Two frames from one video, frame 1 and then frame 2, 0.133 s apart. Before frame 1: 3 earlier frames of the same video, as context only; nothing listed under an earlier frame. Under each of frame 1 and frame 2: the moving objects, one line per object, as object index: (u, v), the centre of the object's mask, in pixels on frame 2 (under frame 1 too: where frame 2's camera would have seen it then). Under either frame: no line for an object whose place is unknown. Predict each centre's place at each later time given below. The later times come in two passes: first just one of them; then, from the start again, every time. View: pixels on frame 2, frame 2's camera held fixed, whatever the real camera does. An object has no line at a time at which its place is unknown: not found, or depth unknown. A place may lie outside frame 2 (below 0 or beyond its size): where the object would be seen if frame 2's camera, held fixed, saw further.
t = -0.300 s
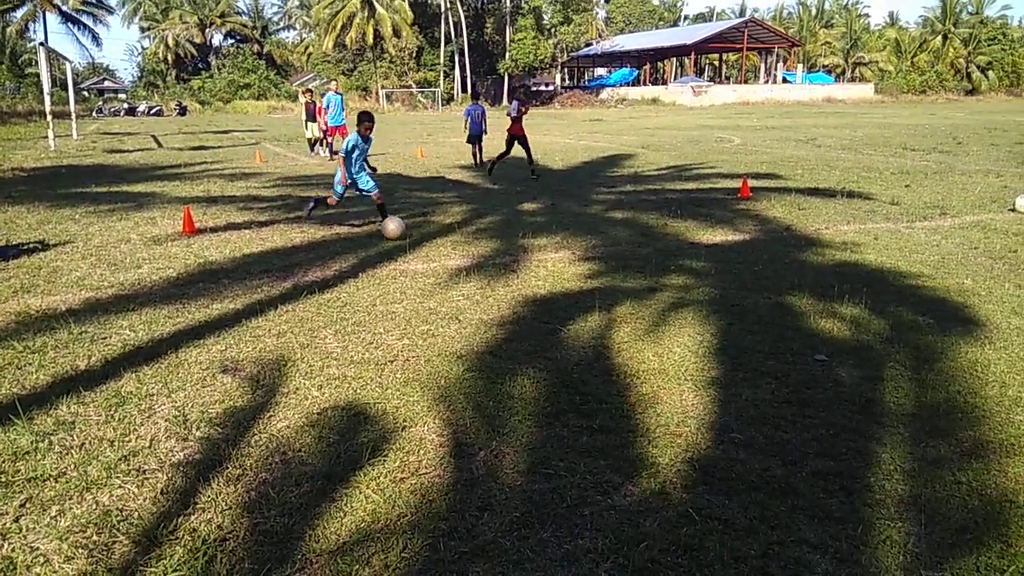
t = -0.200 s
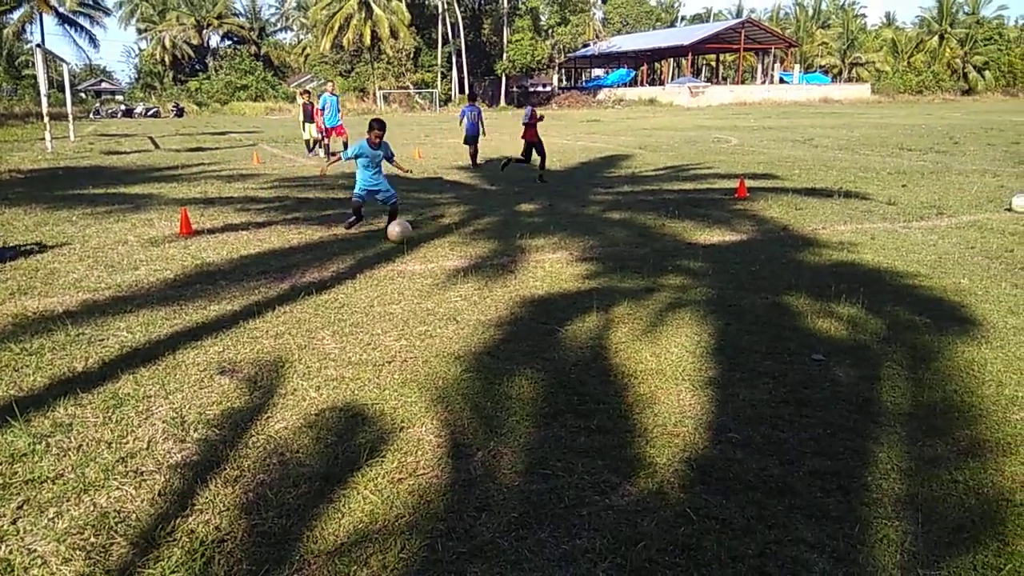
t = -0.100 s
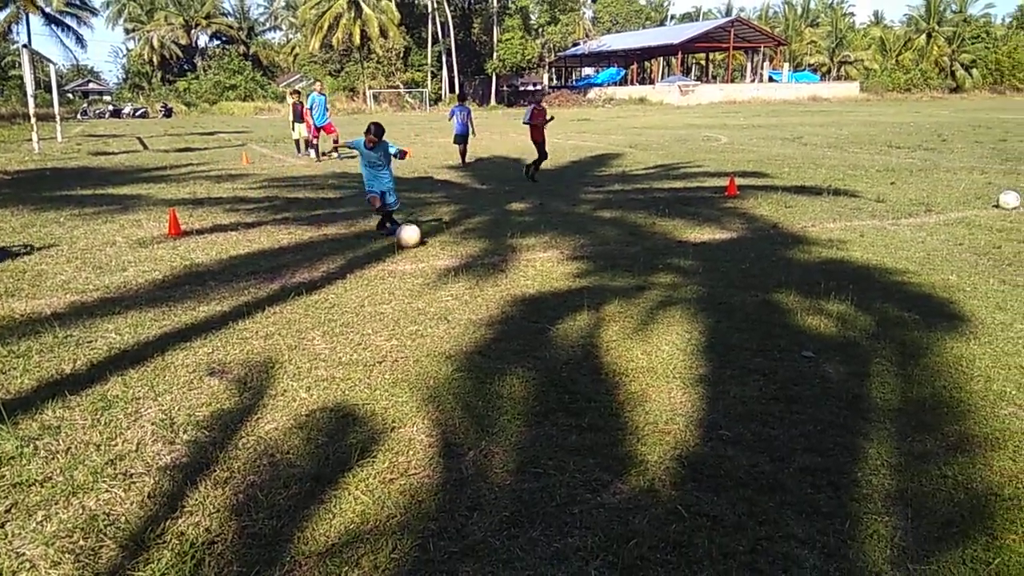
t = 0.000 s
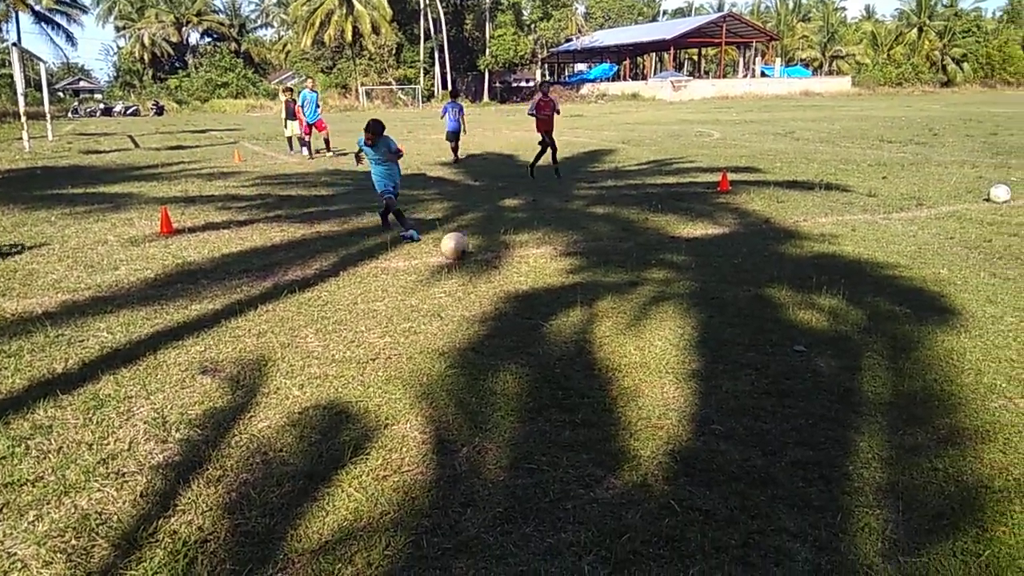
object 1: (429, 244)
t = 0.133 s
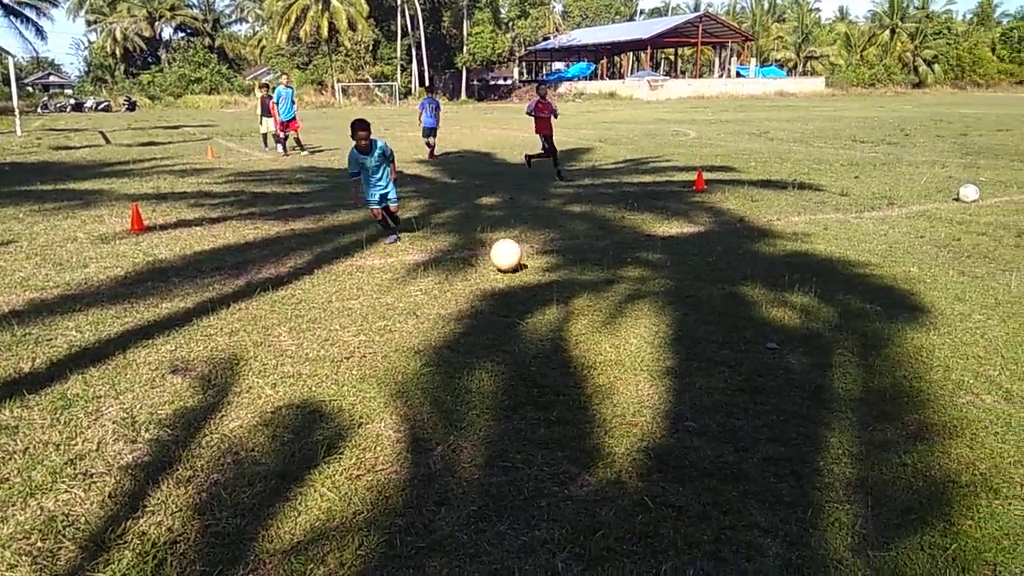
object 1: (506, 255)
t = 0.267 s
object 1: (595, 276)
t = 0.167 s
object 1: (528, 260)
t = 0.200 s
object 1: (551, 267)
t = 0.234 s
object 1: (575, 275)
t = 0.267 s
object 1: (595, 276)
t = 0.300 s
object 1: (616, 278)
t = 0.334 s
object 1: (638, 279)
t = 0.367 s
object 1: (662, 282)
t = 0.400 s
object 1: (688, 290)
